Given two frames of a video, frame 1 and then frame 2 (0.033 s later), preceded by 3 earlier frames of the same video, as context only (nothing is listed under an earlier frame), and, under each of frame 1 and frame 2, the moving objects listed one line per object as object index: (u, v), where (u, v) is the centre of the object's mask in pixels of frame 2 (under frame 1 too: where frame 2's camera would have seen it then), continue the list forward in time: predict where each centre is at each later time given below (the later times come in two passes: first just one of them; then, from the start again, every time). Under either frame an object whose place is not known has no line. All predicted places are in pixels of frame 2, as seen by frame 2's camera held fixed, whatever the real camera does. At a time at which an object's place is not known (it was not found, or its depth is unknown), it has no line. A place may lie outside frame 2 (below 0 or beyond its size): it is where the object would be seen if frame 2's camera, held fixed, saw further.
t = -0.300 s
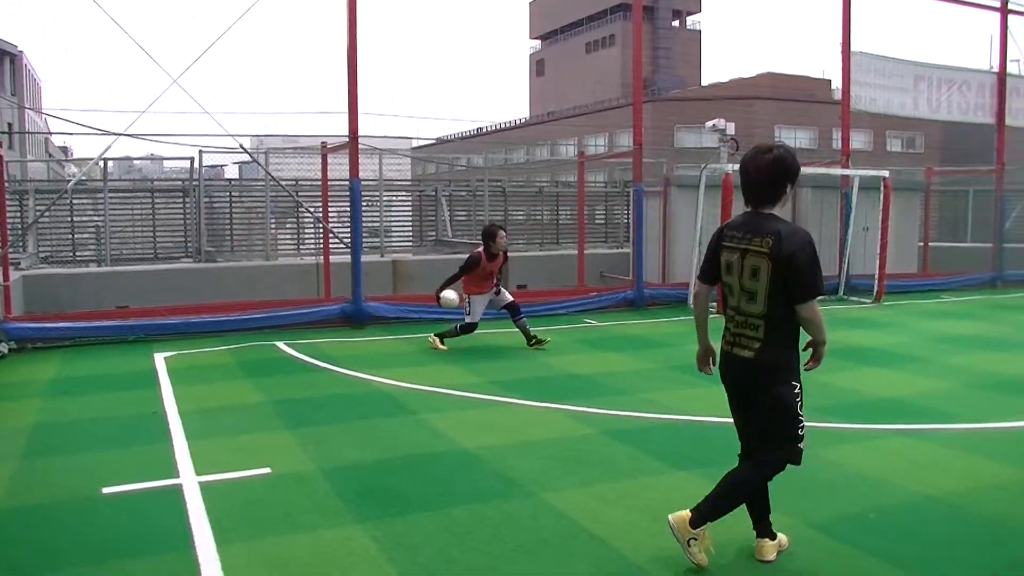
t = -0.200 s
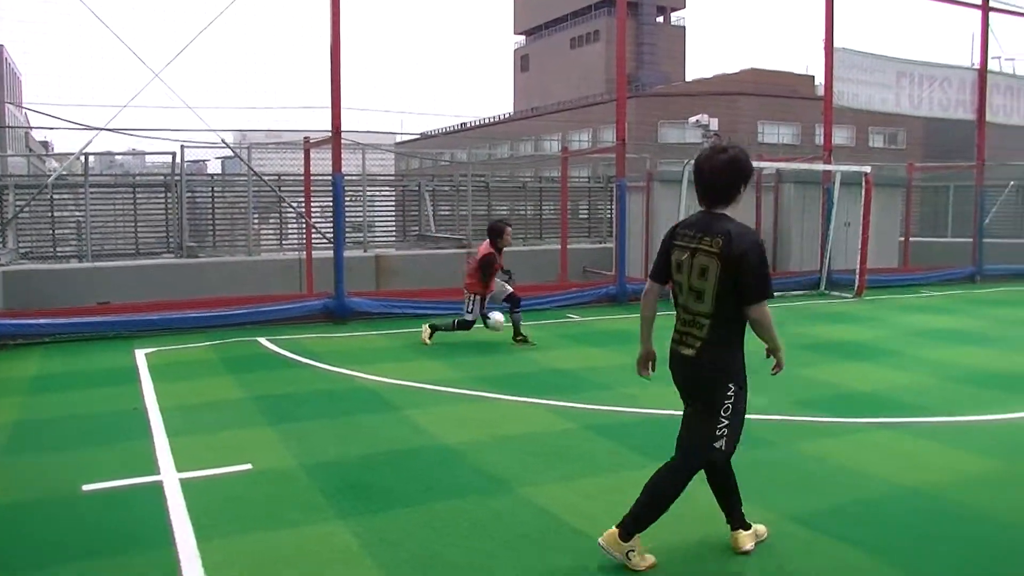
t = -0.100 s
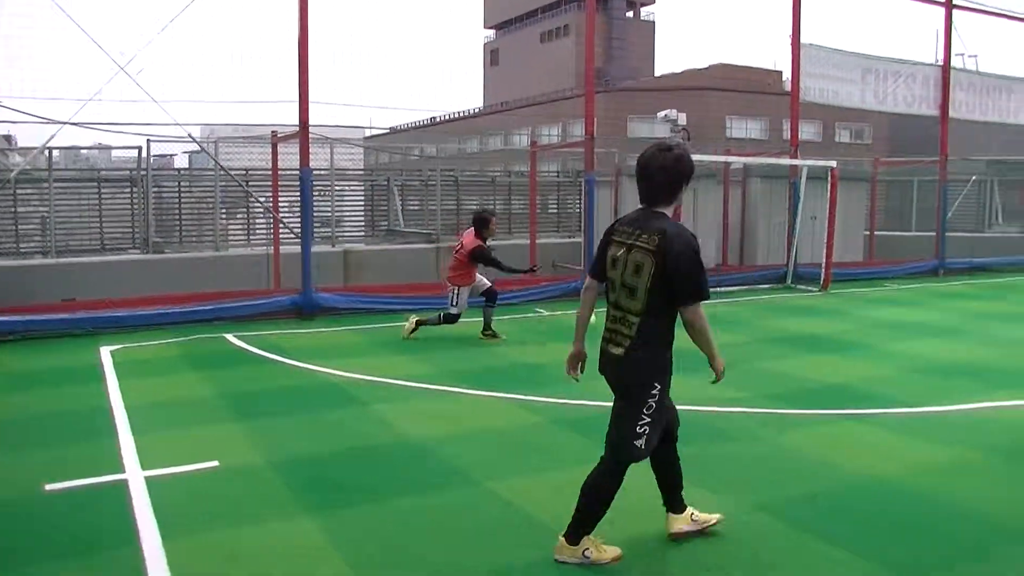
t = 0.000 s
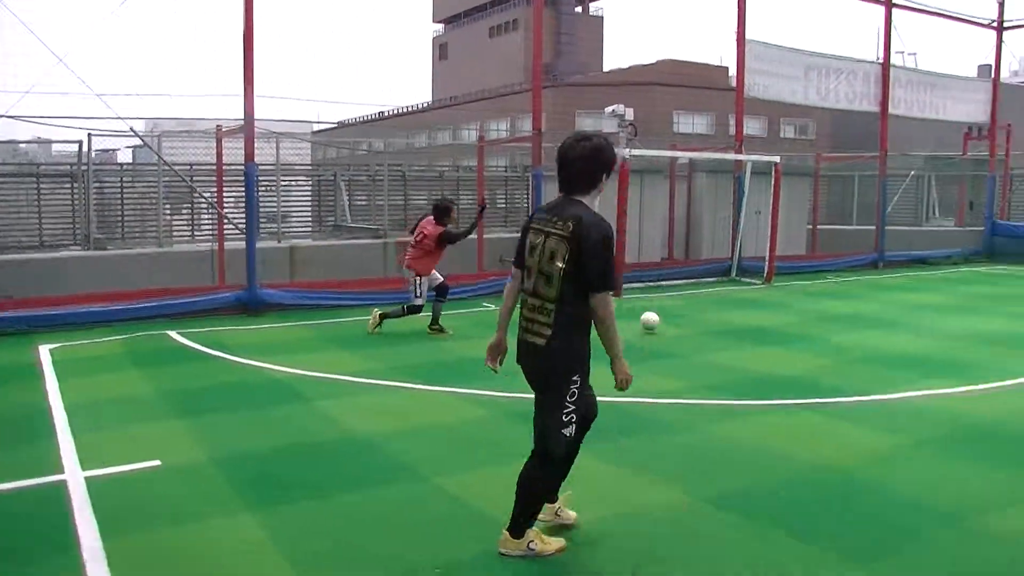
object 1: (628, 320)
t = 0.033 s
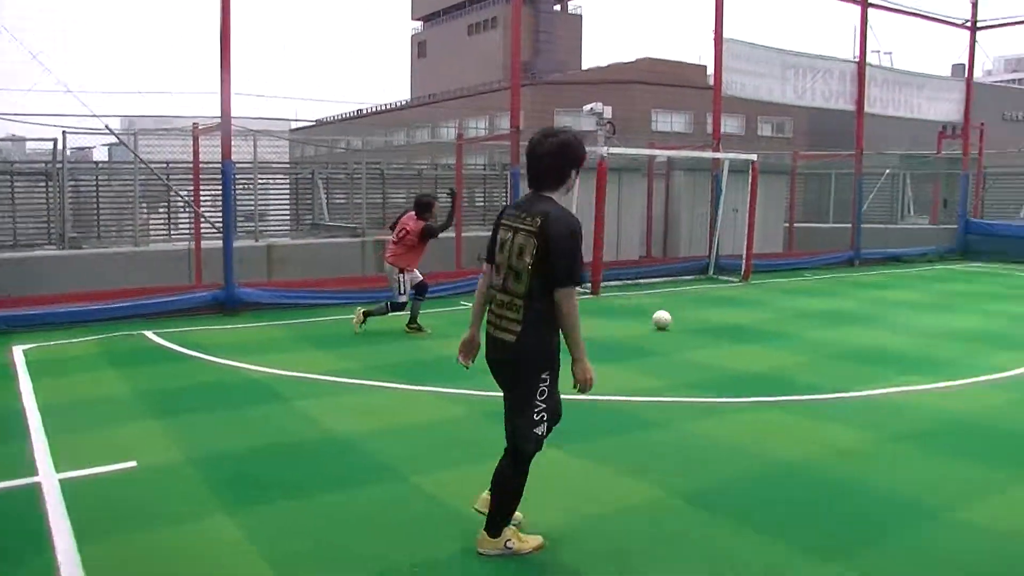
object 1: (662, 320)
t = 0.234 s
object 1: (827, 307)
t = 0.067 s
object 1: (691, 315)
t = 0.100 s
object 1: (719, 311)
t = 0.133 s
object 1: (747, 309)
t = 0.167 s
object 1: (775, 308)
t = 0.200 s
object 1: (801, 308)
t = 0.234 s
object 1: (827, 307)
